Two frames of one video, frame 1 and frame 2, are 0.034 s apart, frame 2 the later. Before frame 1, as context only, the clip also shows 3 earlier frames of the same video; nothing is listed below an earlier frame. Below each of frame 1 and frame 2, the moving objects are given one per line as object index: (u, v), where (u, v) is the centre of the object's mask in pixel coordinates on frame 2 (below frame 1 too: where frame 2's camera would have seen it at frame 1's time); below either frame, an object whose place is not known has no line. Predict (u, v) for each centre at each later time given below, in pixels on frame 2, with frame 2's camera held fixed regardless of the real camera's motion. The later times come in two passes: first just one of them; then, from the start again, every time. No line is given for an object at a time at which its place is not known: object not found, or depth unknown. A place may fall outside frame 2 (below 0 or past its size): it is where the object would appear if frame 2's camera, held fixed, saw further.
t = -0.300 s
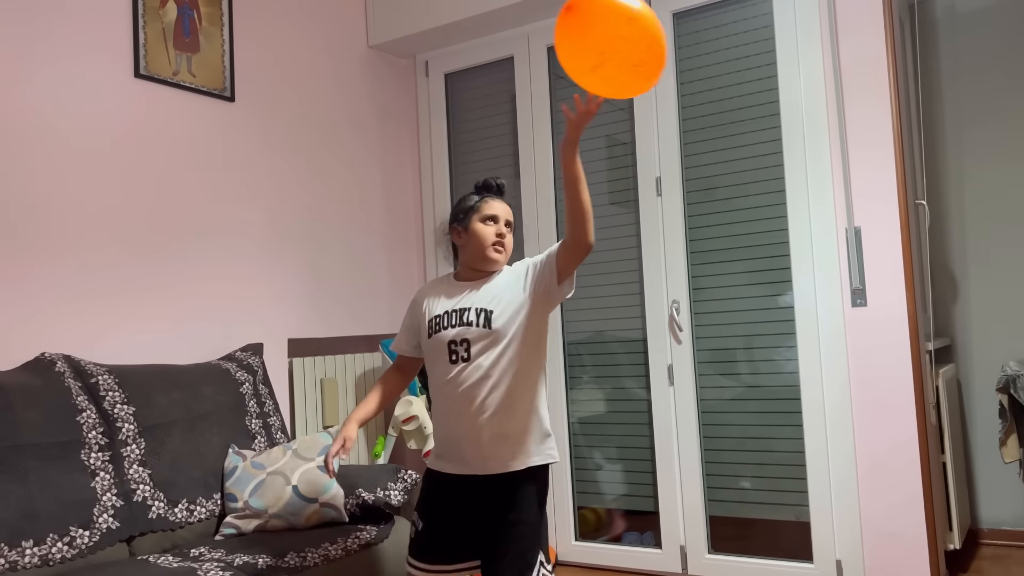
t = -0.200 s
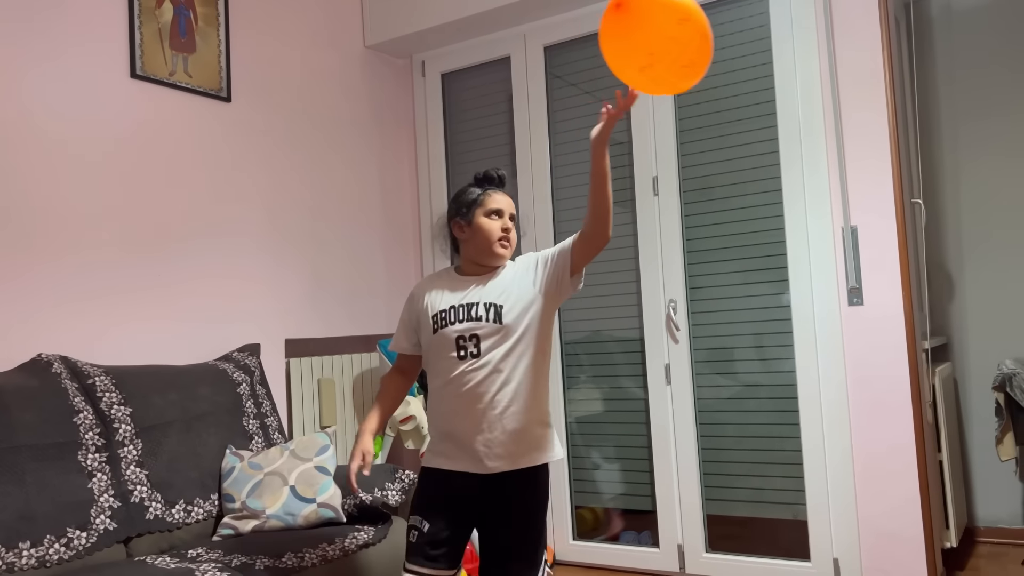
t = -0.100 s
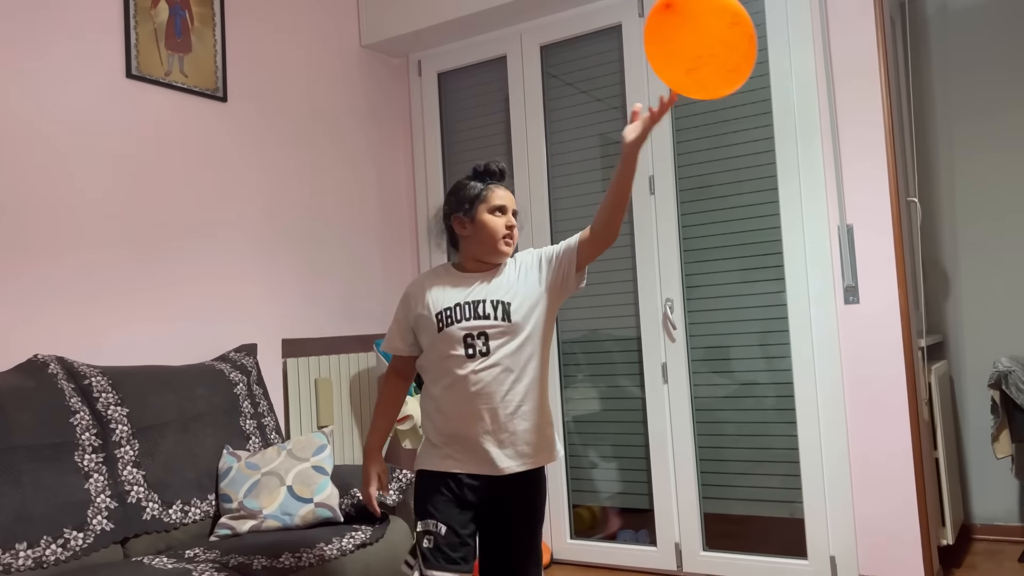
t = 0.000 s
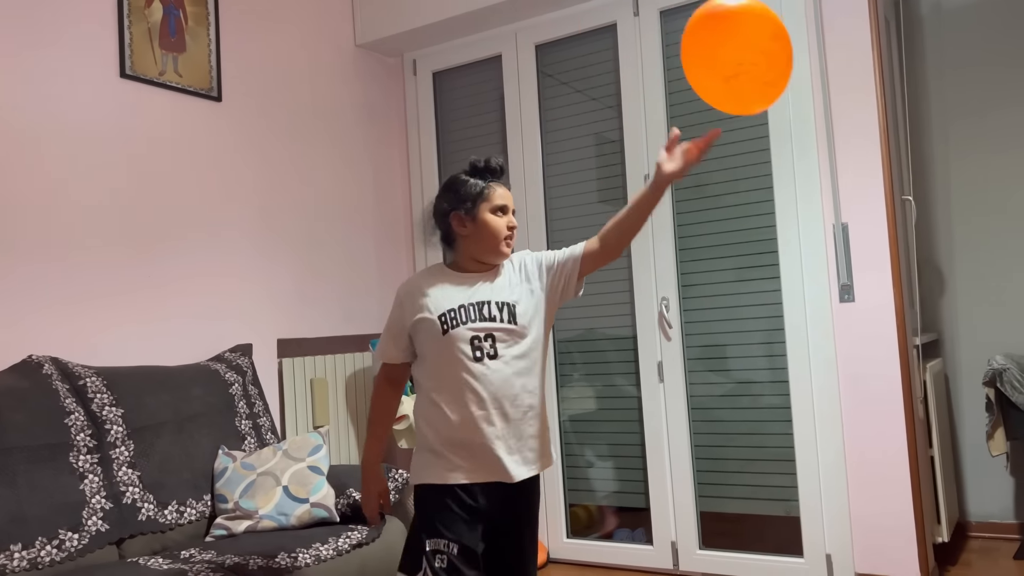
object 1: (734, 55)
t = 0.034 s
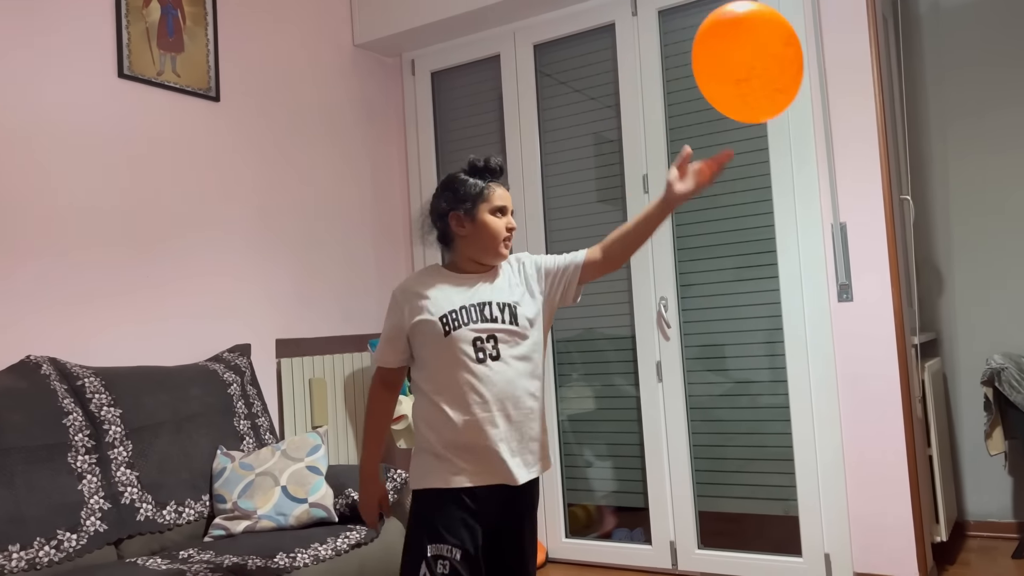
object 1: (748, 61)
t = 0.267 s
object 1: (821, 143)
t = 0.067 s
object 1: (760, 70)
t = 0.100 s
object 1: (772, 79)
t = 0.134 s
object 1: (783, 90)
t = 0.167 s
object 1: (794, 102)
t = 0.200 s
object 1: (804, 115)
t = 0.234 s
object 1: (813, 128)
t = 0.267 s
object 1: (821, 143)
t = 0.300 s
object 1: (828, 159)
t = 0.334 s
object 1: (835, 175)
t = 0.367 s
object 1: (840, 191)
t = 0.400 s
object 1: (846, 208)
